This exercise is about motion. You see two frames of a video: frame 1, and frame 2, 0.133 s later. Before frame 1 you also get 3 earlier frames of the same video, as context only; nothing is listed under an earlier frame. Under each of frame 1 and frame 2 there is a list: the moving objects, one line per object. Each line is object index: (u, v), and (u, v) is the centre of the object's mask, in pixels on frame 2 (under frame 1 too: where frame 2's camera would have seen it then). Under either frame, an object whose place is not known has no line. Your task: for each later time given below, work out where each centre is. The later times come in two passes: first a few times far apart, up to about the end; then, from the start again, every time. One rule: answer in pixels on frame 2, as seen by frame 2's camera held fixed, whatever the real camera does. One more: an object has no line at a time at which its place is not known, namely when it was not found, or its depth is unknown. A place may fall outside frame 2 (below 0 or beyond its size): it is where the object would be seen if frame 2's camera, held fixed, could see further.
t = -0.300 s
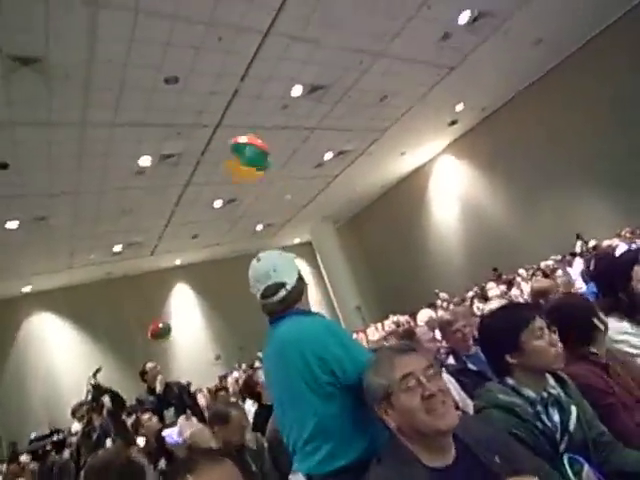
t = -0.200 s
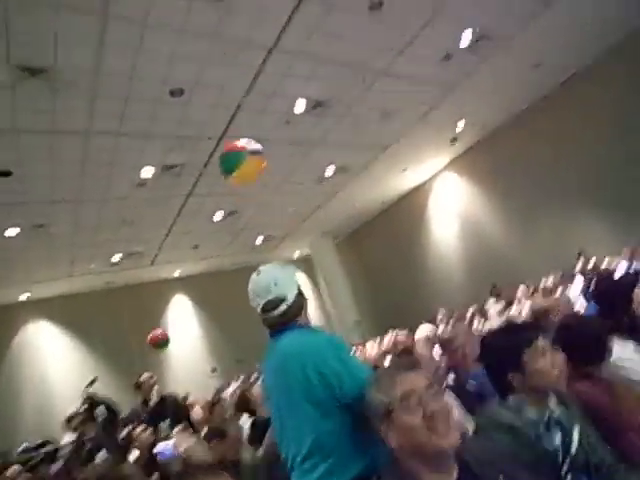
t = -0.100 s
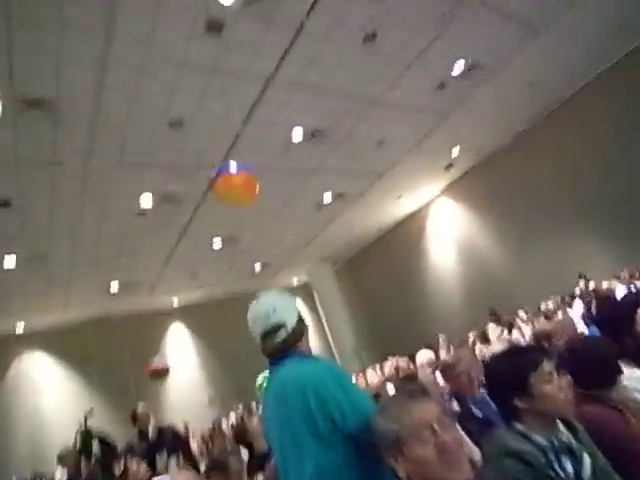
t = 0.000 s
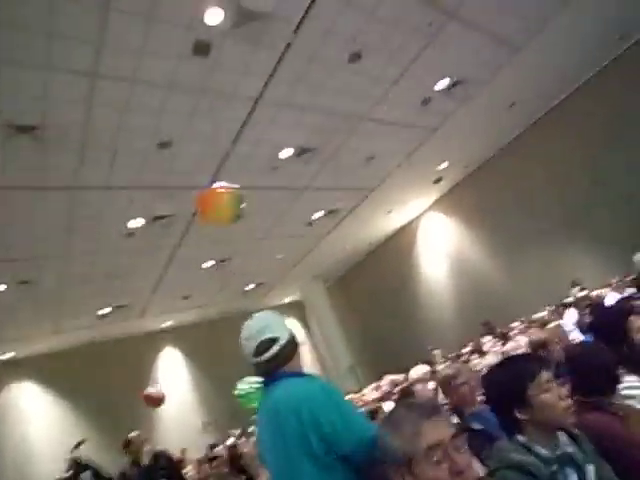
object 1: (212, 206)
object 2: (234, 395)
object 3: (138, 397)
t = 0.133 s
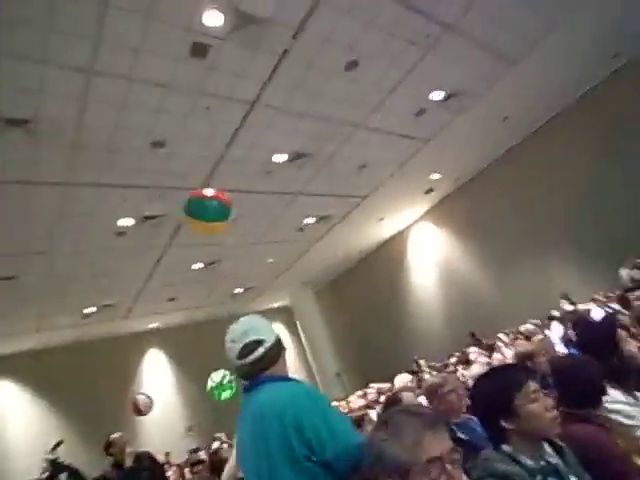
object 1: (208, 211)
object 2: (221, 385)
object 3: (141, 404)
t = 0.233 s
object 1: (207, 219)
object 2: (211, 379)
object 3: (145, 410)
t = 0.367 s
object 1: (208, 238)
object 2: (202, 376)
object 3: (154, 420)
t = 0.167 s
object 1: (208, 212)
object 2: (218, 383)
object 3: (143, 405)
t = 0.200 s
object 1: (207, 215)
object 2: (214, 381)
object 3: (145, 408)
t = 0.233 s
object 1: (207, 219)
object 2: (211, 379)
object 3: (145, 410)
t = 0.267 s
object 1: (207, 222)
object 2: (209, 378)
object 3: (148, 412)
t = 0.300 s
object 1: (208, 227)
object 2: (207, 377)
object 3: (151, 414)
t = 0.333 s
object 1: (207, 231)
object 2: (205, 377)
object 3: (153, 417)
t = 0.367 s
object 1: (208, 238)
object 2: (202, 376)
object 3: (154, 420)
